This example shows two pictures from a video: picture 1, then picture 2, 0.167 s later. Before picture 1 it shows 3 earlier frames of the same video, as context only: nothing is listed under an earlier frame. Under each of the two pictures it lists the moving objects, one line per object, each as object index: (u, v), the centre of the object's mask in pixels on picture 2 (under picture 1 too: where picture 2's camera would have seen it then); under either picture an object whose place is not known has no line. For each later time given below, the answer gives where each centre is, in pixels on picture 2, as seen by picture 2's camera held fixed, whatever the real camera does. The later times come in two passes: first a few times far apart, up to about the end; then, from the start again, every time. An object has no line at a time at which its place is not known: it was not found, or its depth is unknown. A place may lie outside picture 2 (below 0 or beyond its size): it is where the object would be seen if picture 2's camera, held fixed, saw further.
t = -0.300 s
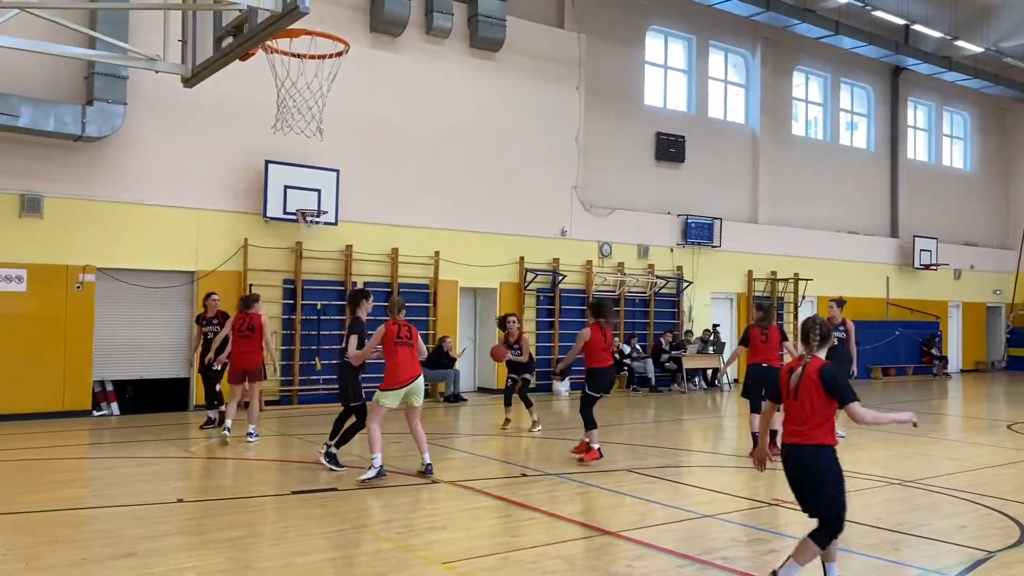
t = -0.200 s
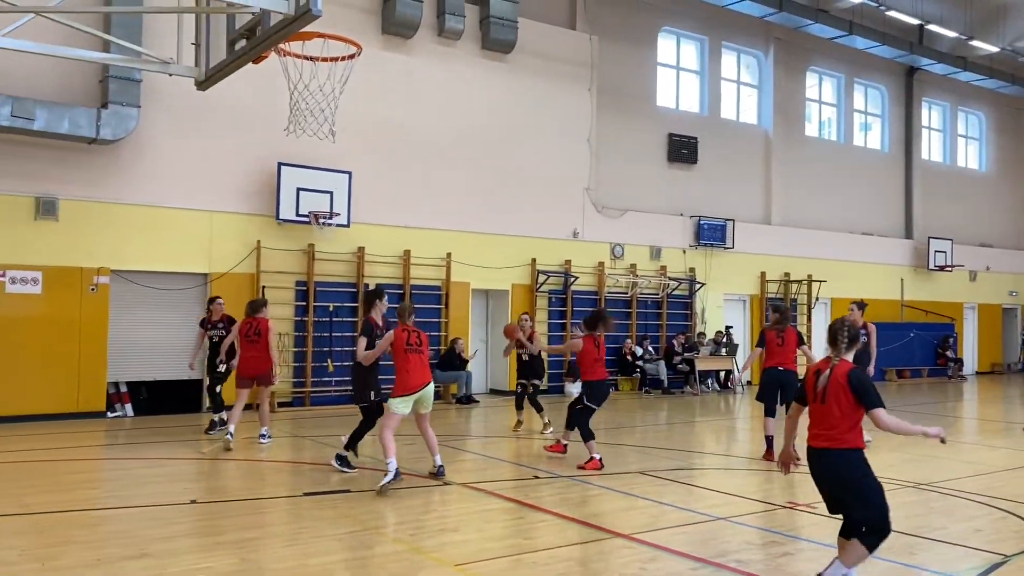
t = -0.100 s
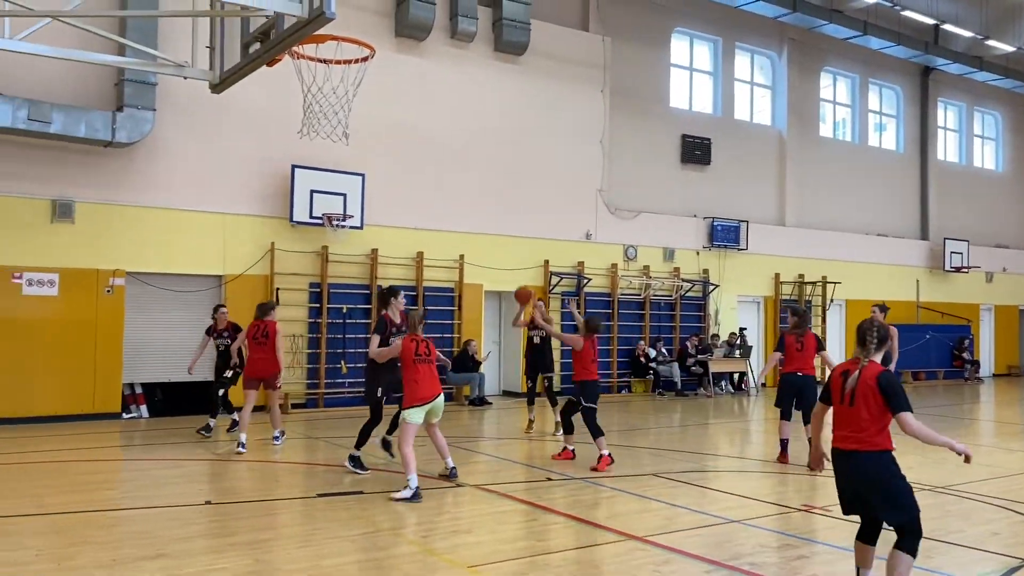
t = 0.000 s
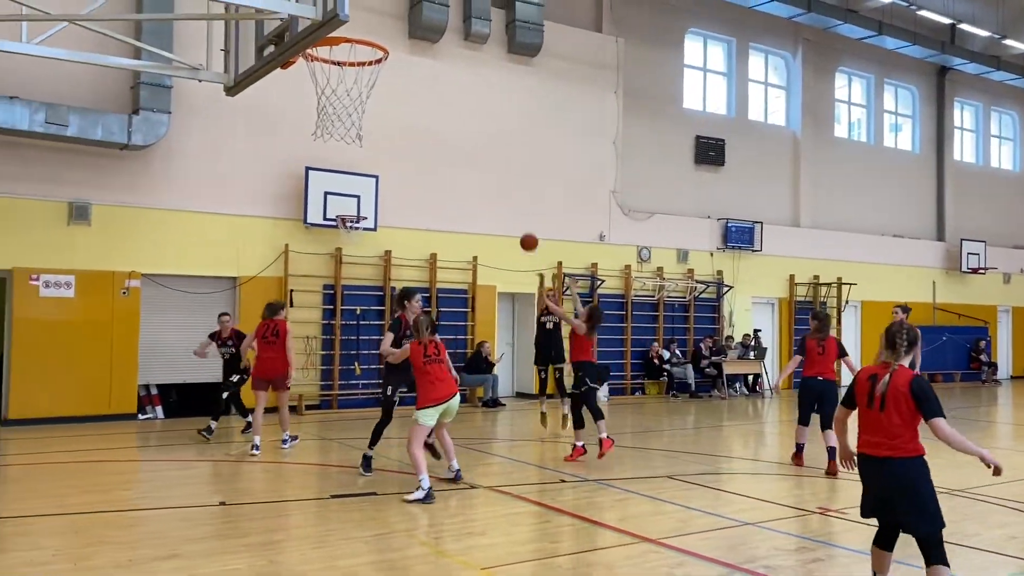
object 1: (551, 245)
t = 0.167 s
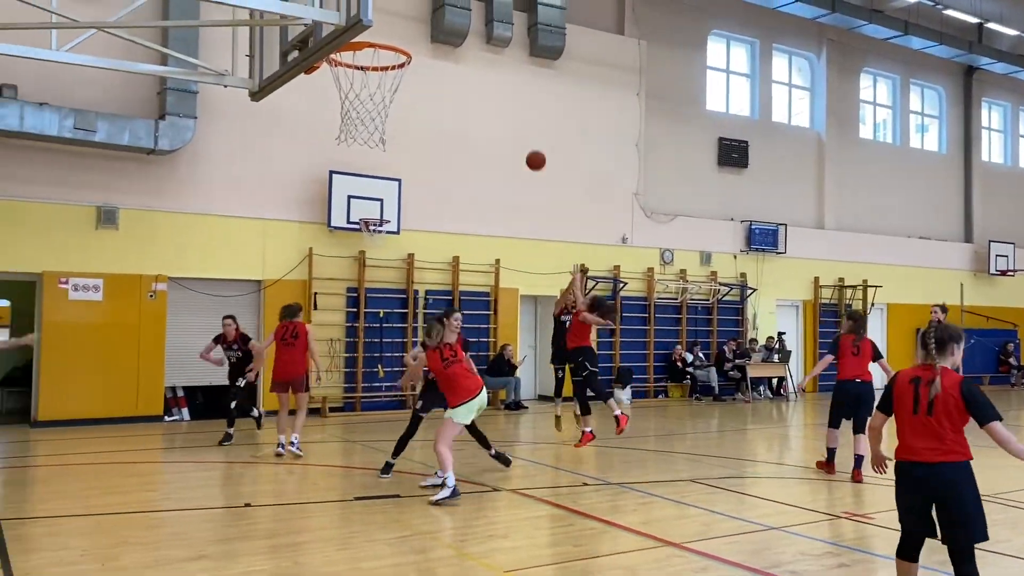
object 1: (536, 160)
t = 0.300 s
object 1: (521, 100)
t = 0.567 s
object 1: (479, 5)
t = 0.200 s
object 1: (532, 145)
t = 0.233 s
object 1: (528, 130)
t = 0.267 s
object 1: (525, 115)
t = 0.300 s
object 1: (521, 100)
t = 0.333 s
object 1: (517, 87)
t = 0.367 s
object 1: (512, 73)
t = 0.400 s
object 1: (507, 60)
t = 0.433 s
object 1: (503, 49)
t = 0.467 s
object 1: (499, 38)
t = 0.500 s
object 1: (492, 26)
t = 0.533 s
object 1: (488, 17)
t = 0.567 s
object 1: (479, 5)
